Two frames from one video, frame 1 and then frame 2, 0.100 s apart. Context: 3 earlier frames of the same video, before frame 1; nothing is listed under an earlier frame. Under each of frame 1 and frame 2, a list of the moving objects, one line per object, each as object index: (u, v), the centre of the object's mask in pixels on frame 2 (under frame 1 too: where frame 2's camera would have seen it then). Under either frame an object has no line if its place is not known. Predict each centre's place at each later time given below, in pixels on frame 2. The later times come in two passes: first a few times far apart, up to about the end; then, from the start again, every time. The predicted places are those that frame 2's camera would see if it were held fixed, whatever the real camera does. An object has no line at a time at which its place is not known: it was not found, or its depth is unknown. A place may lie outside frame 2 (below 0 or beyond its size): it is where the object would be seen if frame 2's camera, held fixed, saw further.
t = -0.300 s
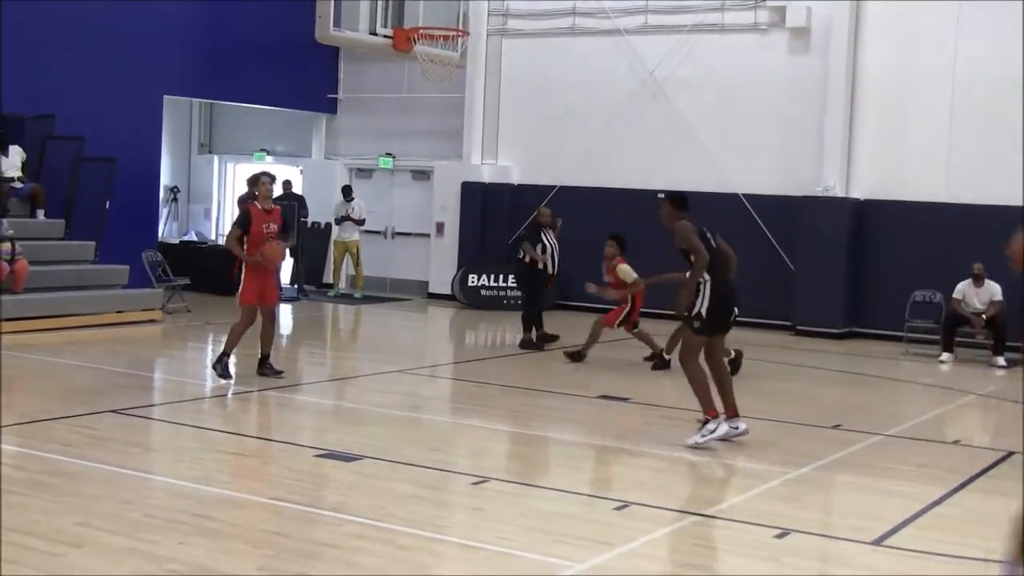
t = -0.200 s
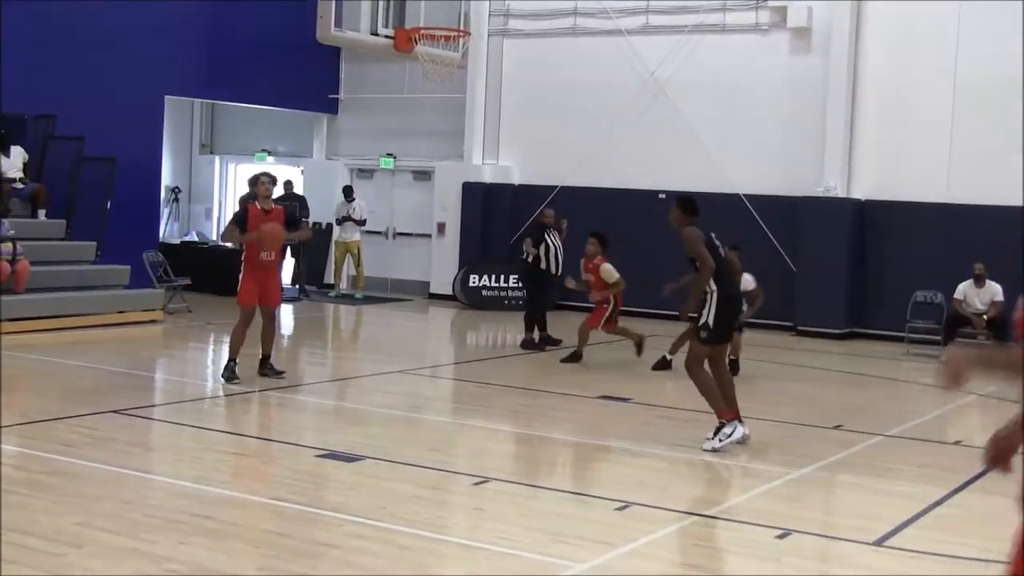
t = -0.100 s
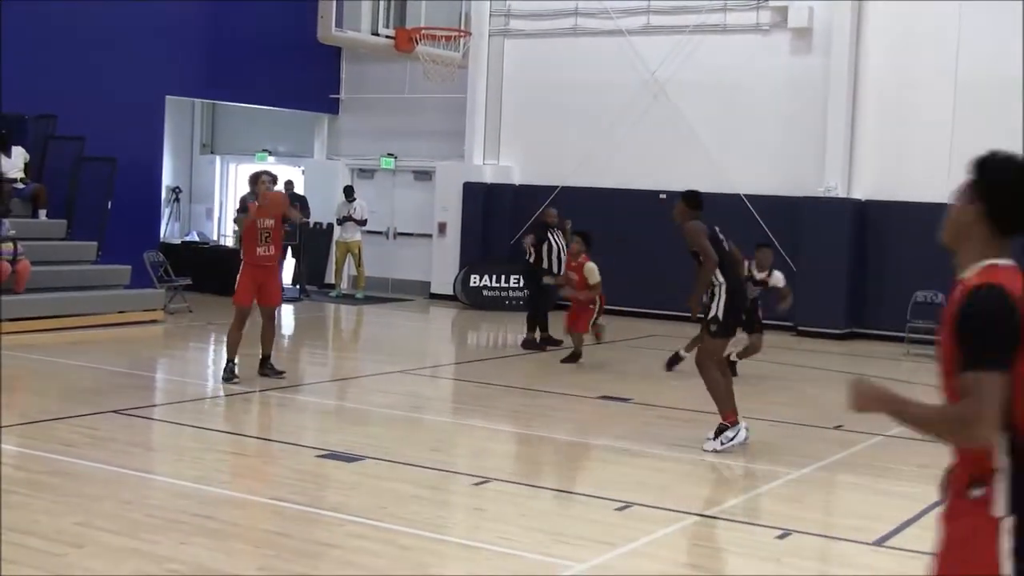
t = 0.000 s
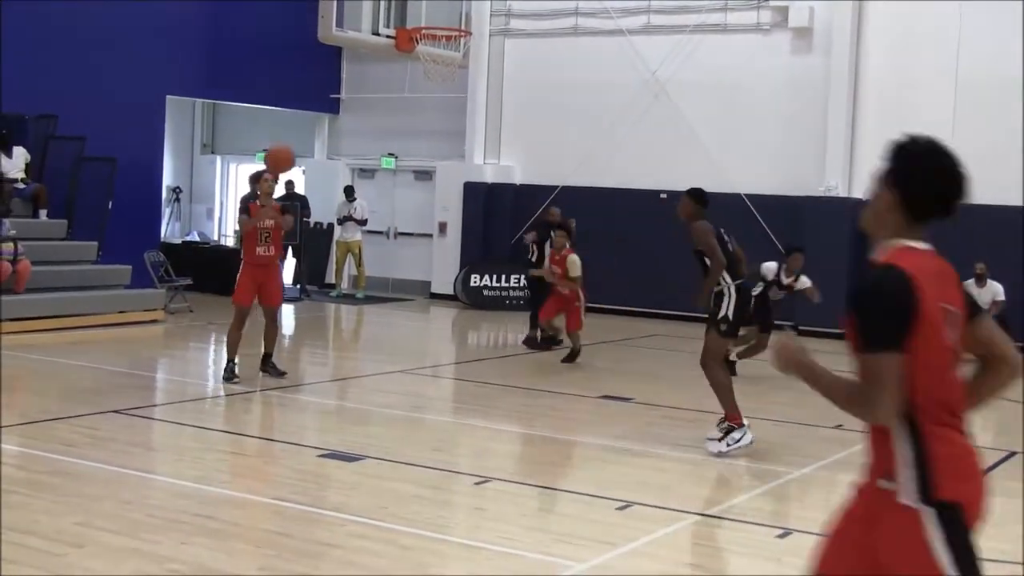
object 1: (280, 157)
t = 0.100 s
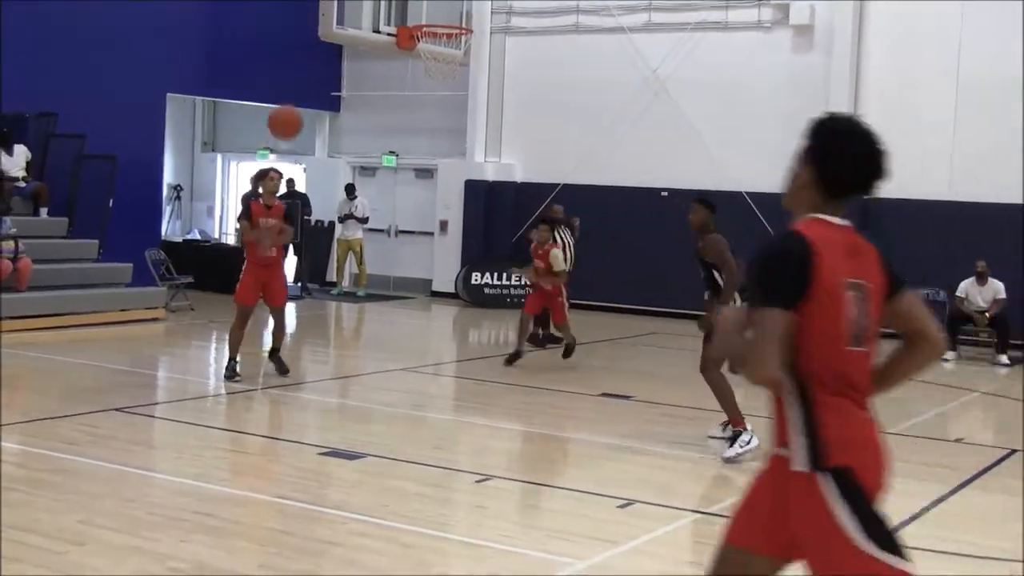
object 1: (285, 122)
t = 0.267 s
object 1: (293, 79)
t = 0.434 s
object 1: (300, 71)
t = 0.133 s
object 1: (287, 111)
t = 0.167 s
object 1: (288, 102)
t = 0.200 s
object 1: (290, 93)
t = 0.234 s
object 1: (292, 85)
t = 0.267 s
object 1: (293, 79)
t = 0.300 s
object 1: (294, 74)
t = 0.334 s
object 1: (296, 70)
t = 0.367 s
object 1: (297, 69)
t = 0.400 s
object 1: (299, 69)
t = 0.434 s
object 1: (300, 71)
